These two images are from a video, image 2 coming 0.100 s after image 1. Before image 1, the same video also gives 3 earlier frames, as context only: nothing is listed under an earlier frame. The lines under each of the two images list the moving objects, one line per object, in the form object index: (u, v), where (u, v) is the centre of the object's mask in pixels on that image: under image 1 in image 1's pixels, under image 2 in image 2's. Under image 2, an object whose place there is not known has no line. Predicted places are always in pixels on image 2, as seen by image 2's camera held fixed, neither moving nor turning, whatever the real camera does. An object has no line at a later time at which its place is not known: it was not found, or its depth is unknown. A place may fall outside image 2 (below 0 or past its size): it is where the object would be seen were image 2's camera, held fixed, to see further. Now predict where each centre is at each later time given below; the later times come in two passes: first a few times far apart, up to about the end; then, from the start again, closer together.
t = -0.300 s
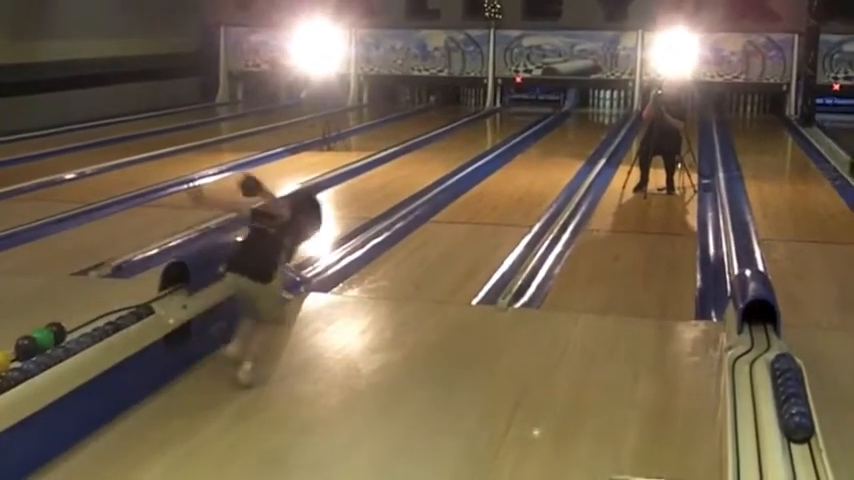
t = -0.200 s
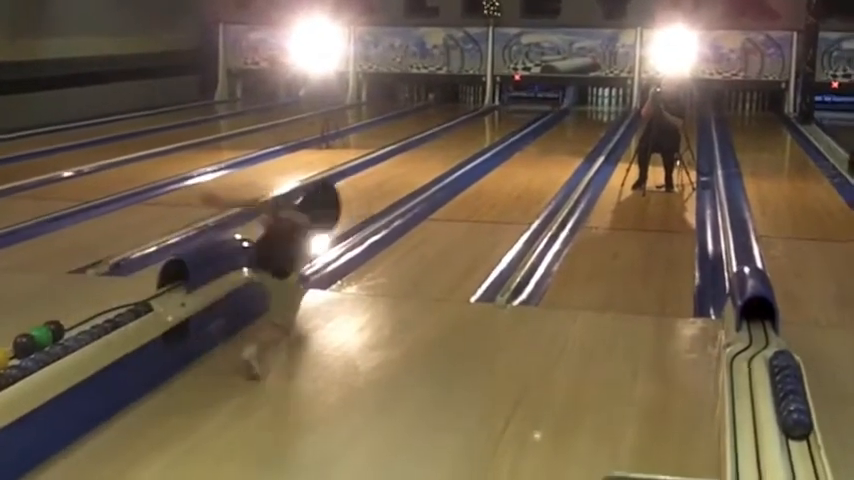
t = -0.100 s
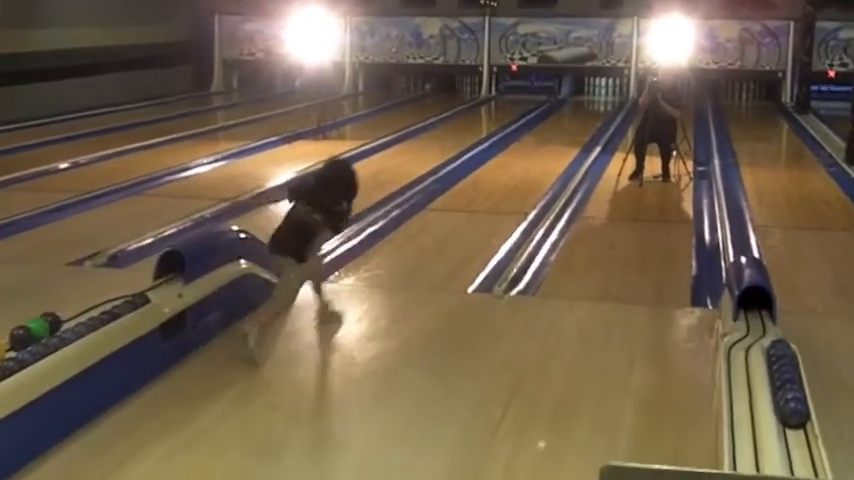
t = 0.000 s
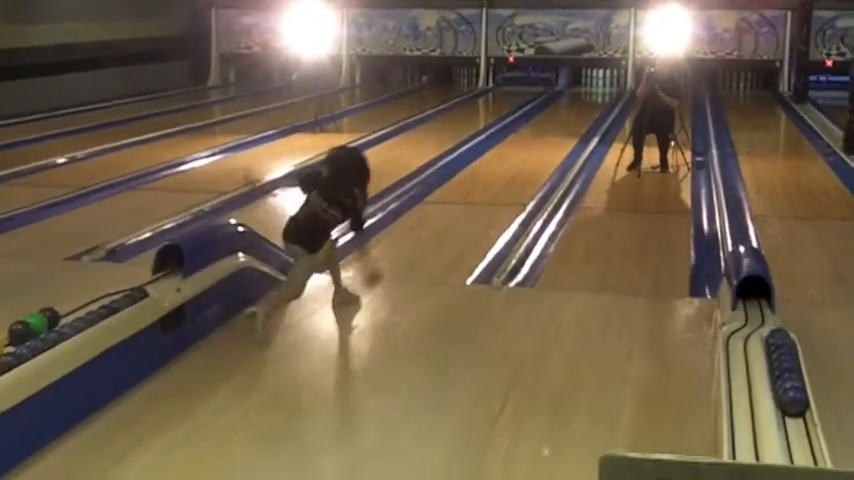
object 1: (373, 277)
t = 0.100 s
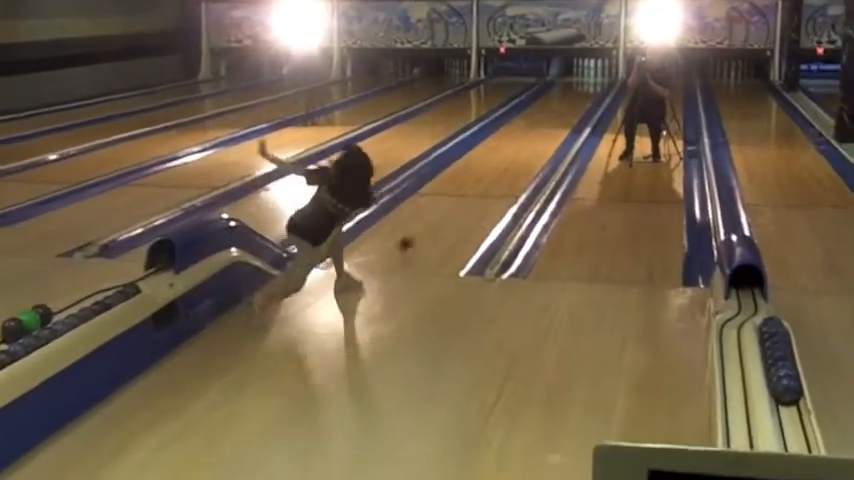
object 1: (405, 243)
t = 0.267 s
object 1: (452, 205)
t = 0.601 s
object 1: (510, 152)
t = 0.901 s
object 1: (539, 123)
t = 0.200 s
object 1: (435, 219)
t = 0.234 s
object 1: (444, 212)
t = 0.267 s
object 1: (452, 205)
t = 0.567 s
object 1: (505, 156)
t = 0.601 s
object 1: (510, 152)
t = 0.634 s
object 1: (513, 148)
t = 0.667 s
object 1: (517, 145)
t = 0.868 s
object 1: (535, 126)
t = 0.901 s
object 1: (539, 123)
